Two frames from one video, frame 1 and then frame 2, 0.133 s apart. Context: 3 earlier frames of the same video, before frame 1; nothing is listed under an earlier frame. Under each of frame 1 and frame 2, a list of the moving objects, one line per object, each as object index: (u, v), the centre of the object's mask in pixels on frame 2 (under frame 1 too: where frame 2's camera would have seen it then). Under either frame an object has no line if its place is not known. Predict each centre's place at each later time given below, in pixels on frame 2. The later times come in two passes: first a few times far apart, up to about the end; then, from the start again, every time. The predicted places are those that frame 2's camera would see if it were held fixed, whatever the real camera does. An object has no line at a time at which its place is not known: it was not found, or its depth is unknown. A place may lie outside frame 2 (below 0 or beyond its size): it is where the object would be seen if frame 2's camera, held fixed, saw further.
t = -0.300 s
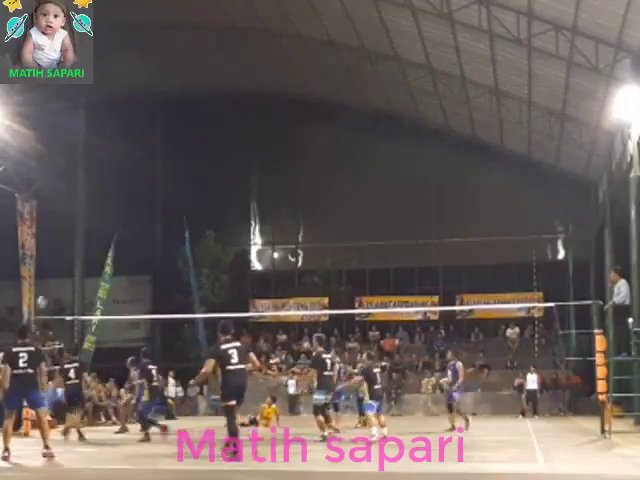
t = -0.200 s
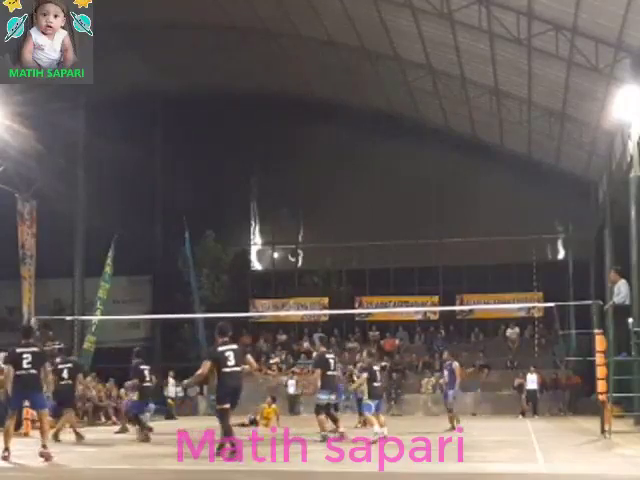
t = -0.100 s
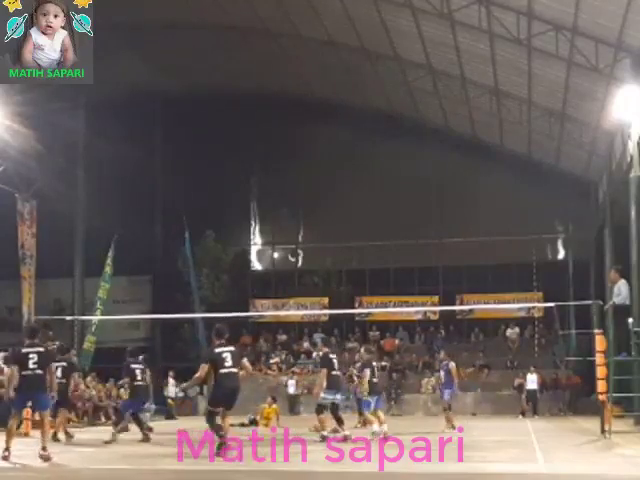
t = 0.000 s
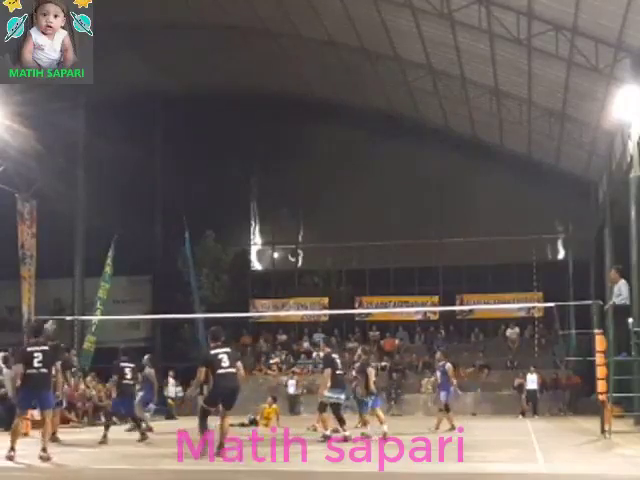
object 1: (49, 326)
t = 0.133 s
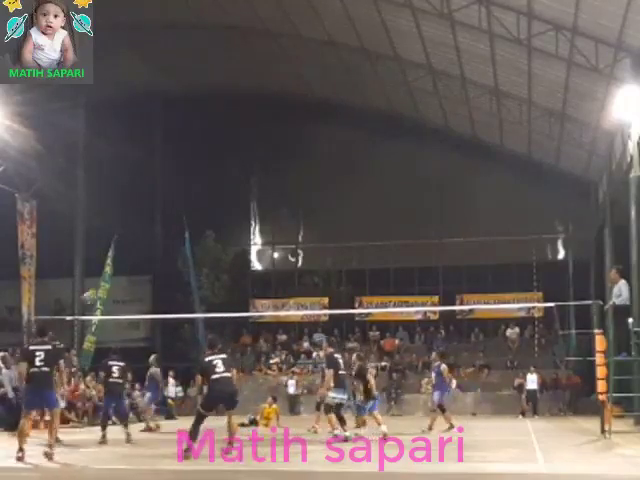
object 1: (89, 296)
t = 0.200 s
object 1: (110, 283)
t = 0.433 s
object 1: (200, 253)
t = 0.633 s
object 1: (290, 248)
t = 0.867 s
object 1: (413, 273)
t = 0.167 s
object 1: (97, 290)
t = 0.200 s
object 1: (110, 283)
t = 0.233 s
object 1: (122, 277)
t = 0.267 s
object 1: (136, 273)
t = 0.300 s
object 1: (148, 268)
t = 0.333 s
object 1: (160, 264)
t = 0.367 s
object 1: (172, 260)
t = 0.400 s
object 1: (186, 256)
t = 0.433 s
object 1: (200, 253)
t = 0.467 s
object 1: (214, 251)
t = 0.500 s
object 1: (228, 249)
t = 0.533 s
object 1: (240, 248)
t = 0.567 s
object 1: (251, 248)
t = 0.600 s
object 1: (272, 247)
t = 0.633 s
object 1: (290, 248)
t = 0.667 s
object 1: (307, 250)
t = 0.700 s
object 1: (323, 252)
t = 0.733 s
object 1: (340, 255)
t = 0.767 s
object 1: (357, 258)
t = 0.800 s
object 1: (376, 263)
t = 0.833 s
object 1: (395, 267)
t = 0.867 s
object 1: (413, 273)
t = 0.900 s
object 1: (433, 280)
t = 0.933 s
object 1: (452, 288)
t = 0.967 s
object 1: (472, 296)
